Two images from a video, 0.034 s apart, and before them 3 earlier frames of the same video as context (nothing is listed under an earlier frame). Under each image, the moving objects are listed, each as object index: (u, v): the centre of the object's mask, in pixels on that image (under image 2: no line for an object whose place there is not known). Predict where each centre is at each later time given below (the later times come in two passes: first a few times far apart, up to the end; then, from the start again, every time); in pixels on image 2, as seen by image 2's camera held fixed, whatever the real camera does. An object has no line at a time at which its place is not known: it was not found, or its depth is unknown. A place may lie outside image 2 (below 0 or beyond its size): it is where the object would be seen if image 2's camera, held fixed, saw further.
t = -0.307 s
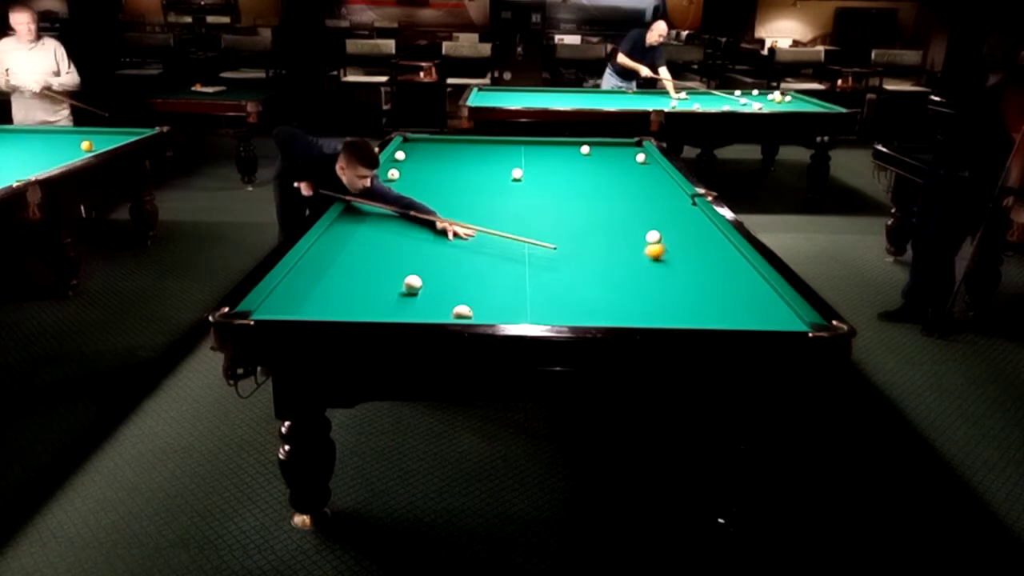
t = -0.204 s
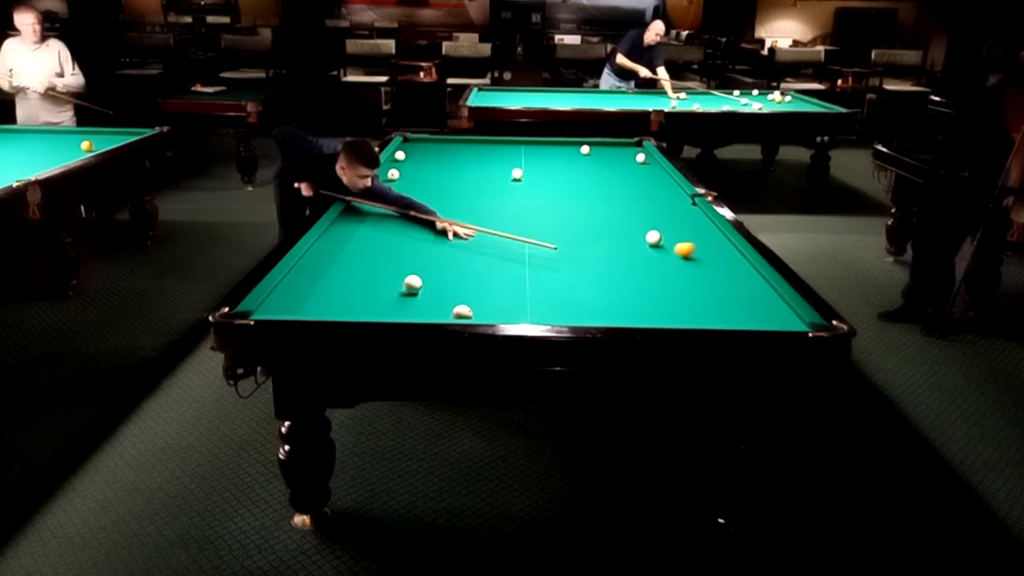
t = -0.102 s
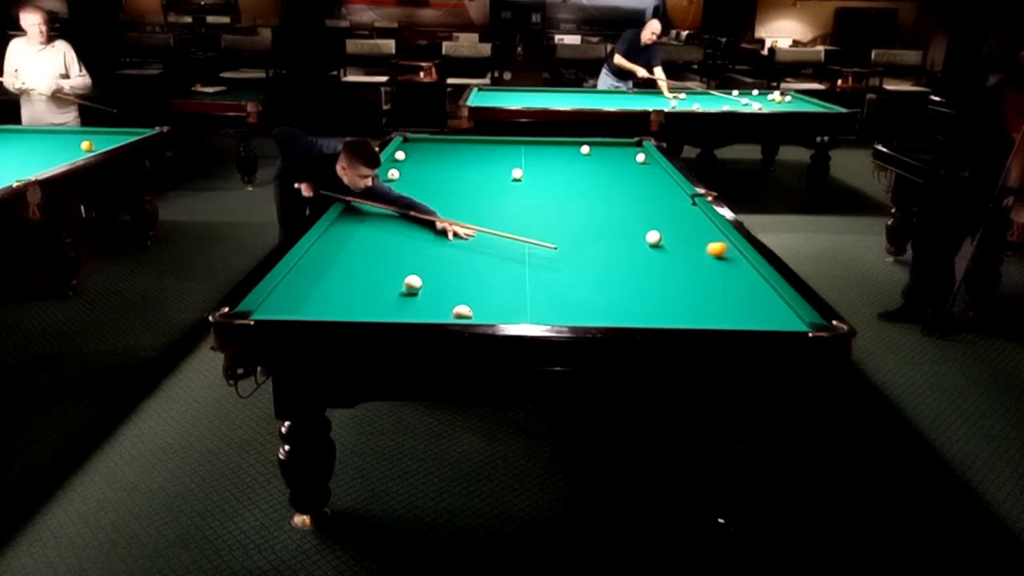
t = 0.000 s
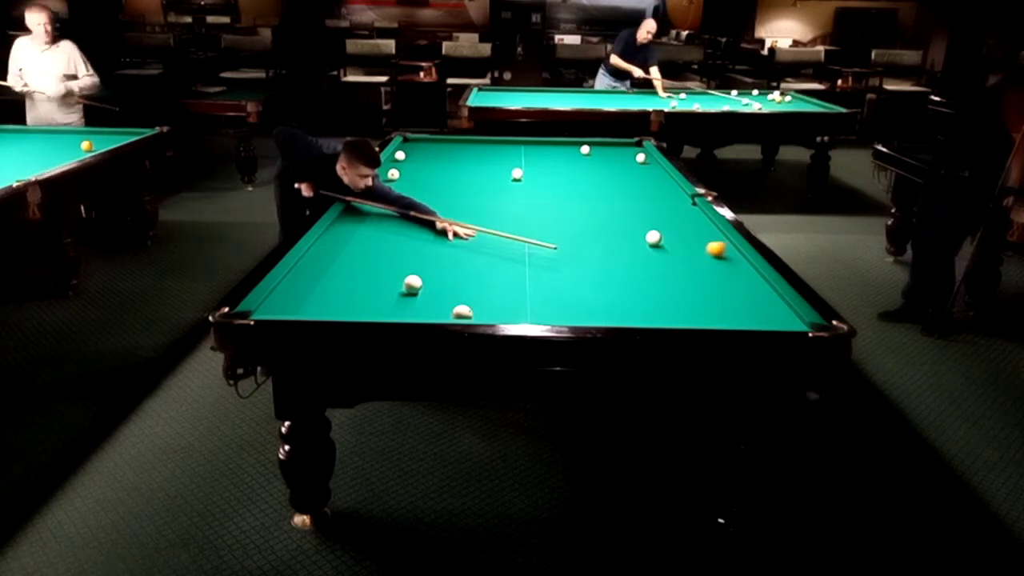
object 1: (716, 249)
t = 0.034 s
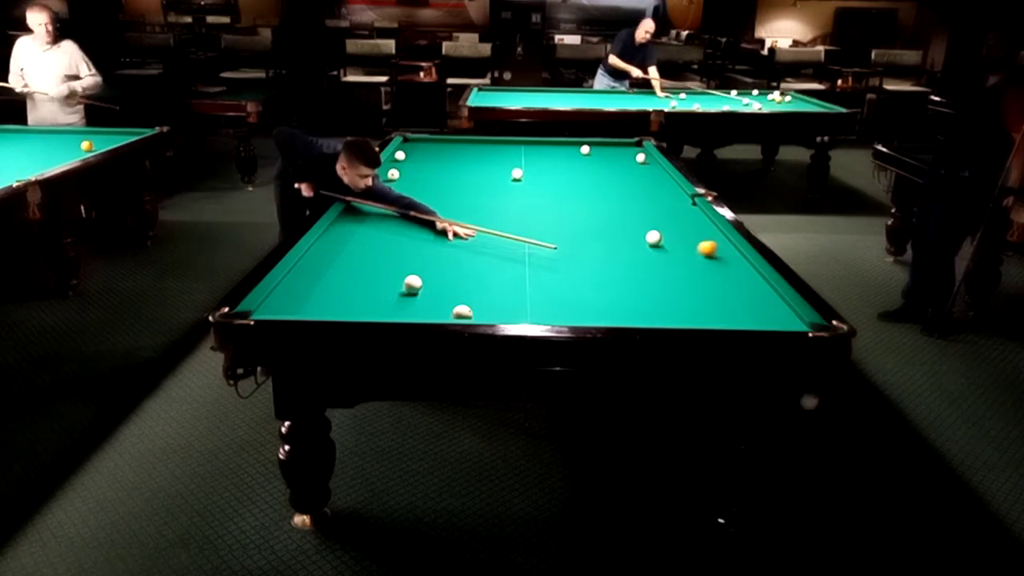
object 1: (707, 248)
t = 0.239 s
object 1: (665, 246)
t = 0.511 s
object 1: (615, 243)
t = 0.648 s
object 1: (592, 241)
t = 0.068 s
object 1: (699, 248)
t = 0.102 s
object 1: (691, 247)
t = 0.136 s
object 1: (684, 247)
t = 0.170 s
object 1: (678, 247)
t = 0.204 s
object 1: (672, 246)
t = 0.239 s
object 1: (665, 246)
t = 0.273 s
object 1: (659, 246)
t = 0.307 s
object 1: (653, 246)
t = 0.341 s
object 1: (646, 245)
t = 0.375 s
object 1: (640, 245)
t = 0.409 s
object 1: (634, 244)
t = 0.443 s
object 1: (628, 244)
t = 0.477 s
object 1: (622, 243)
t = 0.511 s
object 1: (615, 243)
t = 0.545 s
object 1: (610, 242)
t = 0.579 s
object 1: (604, 242)
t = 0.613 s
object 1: (598, 242)
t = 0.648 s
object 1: (592, 241)
